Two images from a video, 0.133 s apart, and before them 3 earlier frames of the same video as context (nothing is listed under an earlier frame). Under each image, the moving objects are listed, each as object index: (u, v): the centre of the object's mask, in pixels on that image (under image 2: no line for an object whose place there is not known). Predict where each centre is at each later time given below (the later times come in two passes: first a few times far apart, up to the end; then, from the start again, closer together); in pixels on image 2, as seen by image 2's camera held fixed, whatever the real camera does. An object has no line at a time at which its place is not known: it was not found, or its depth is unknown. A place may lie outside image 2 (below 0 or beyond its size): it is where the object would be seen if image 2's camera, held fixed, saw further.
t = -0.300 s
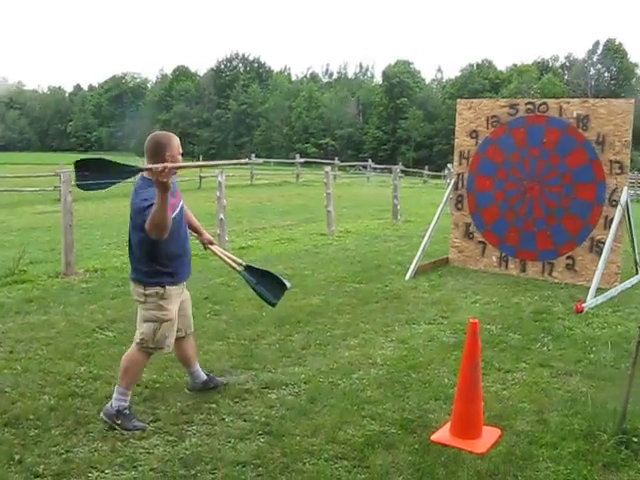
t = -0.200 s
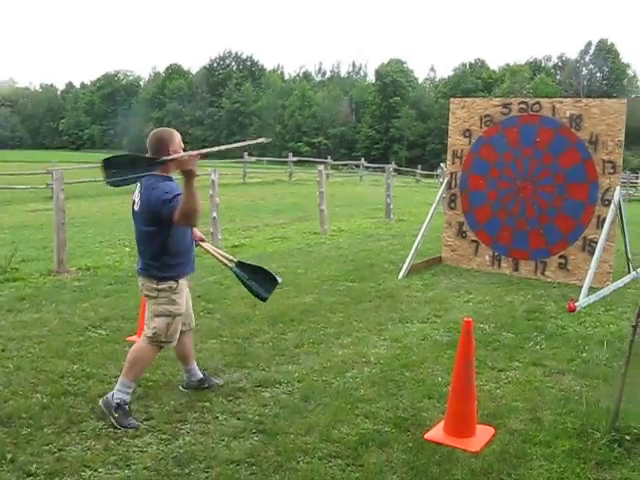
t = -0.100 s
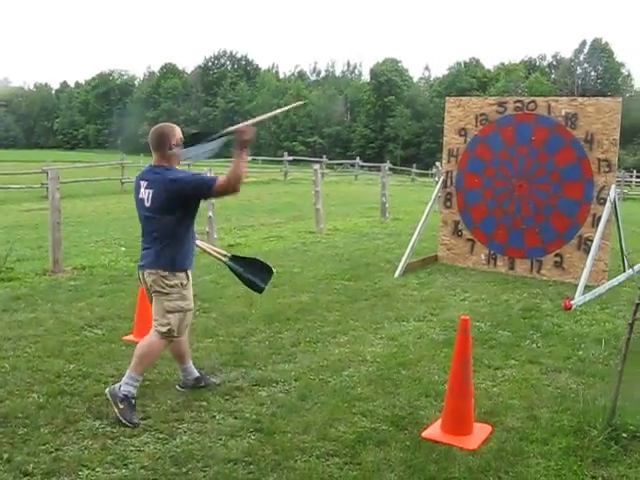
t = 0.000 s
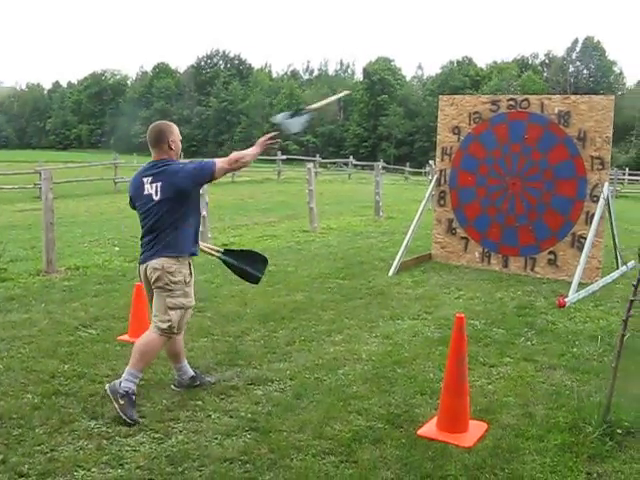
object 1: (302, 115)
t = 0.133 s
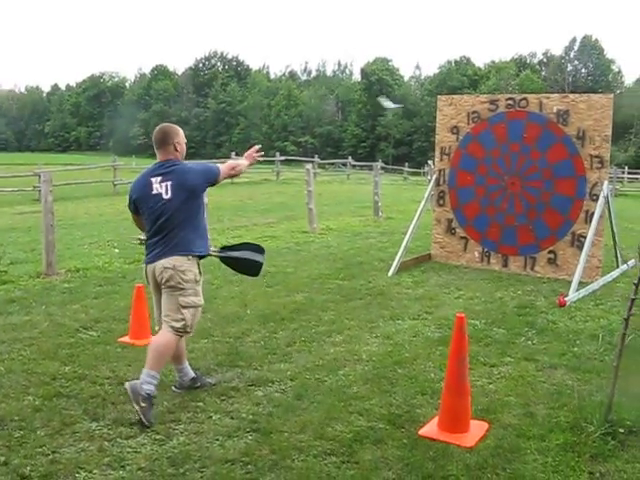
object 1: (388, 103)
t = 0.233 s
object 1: (428, 116)
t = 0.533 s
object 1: (492, 173)
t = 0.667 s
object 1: (511, 186)
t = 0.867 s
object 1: (519, 207)
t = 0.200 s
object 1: (417, 113)
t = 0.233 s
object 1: (428, 116)
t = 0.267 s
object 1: (442, 118)
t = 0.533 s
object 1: (492, 173)
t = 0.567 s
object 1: (496, 182)
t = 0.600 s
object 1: (503, 182)
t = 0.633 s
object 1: (508, 184)
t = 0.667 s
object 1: (511, 186)
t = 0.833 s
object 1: (520, 202)
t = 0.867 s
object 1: (519, 207)
